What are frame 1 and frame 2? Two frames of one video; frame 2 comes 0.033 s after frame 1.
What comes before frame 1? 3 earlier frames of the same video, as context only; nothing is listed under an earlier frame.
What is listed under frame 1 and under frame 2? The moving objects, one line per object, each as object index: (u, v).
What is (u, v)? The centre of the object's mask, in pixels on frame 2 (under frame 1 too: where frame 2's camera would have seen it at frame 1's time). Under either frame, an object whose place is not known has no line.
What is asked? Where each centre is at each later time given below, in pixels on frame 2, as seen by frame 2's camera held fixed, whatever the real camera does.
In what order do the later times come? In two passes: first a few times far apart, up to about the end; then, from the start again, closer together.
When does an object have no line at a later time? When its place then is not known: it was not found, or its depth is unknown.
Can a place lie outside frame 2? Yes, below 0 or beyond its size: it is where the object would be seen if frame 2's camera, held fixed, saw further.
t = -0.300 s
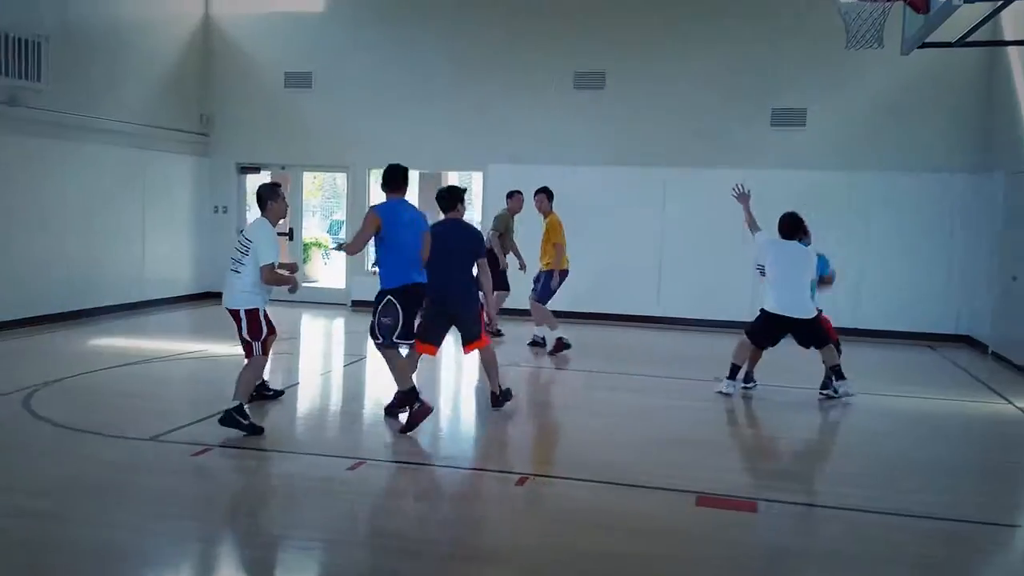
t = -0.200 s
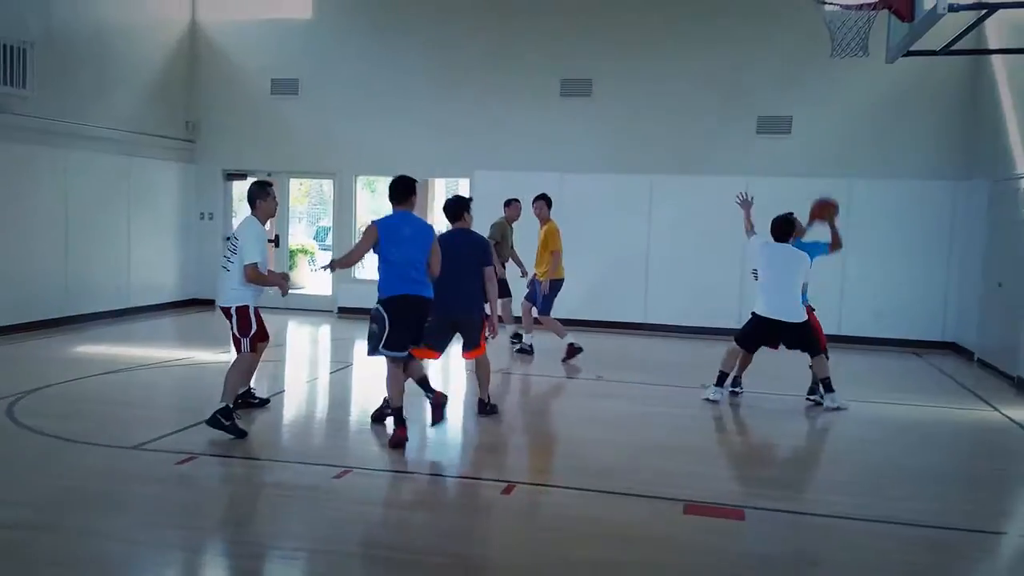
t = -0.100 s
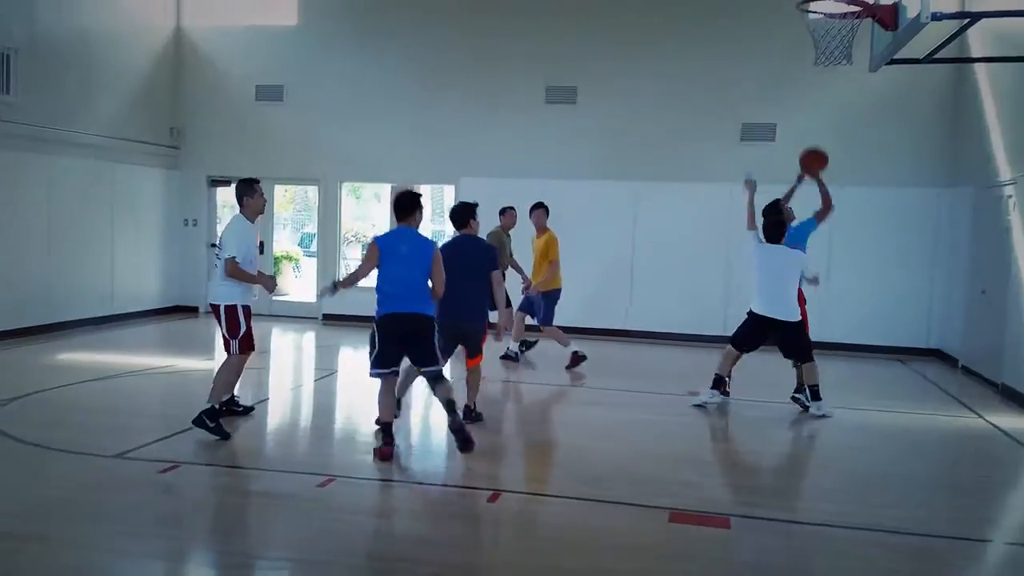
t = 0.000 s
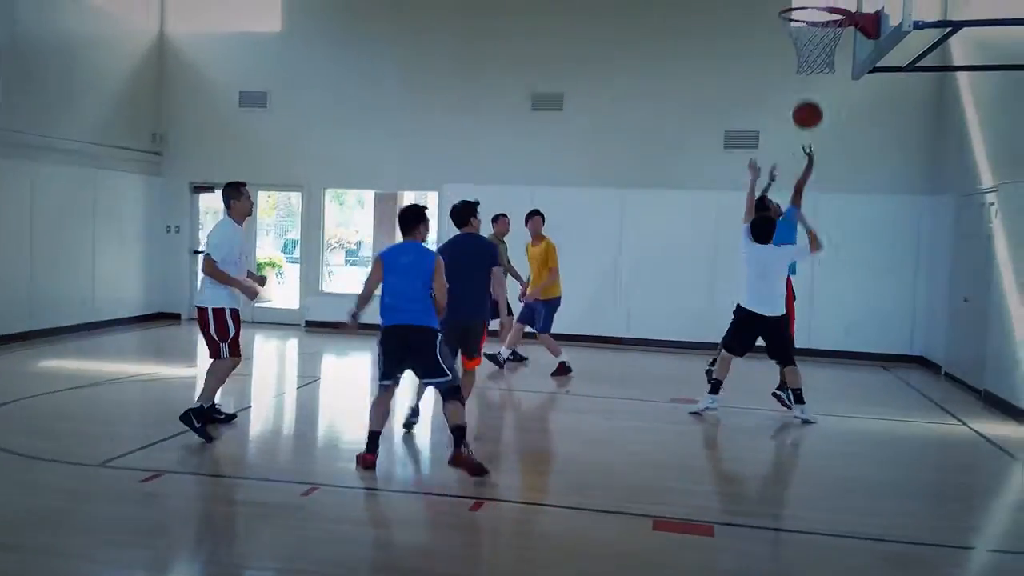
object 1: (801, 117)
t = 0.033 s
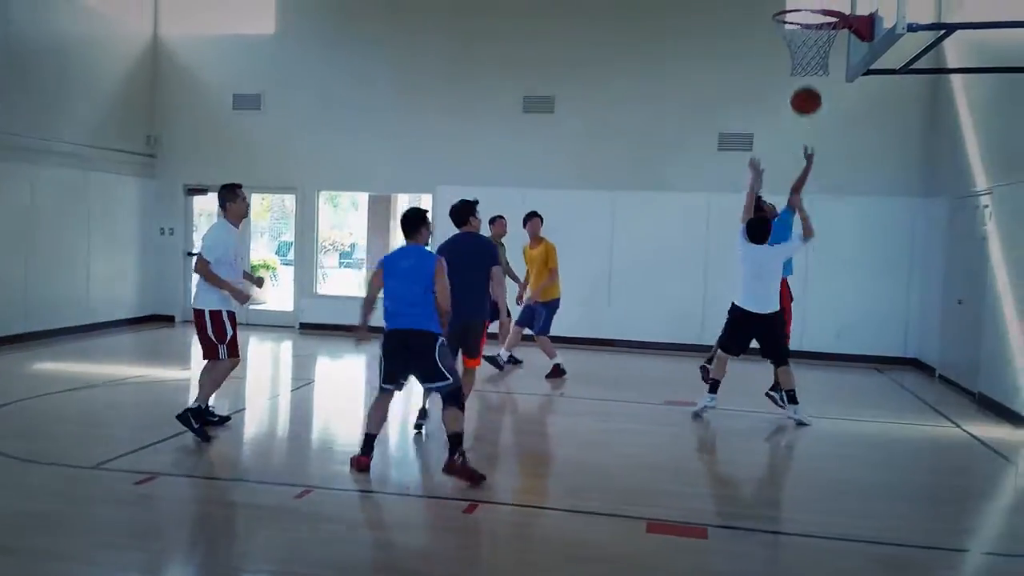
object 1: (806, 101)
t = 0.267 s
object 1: (836, 15)
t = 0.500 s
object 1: (826, 25)
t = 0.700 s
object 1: (807, 105)
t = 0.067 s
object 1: (811, 86)
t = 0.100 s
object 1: (816, 79)
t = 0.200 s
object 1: (829, 32)
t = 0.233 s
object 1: (832, 23)
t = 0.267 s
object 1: (836, 15)
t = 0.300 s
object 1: (835, 12)
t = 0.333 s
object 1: (834, 12)
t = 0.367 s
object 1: (833, 12)
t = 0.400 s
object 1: (830, 13)
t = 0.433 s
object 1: (828, 16)
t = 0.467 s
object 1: (827, 20)
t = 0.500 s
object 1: (826, 25)
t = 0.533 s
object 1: (823, 36)
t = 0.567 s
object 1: (818, 46)
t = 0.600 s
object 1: (816, 58)
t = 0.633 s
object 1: (813, 72)
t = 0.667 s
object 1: (810, 88)
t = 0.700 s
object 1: (807, 105)
